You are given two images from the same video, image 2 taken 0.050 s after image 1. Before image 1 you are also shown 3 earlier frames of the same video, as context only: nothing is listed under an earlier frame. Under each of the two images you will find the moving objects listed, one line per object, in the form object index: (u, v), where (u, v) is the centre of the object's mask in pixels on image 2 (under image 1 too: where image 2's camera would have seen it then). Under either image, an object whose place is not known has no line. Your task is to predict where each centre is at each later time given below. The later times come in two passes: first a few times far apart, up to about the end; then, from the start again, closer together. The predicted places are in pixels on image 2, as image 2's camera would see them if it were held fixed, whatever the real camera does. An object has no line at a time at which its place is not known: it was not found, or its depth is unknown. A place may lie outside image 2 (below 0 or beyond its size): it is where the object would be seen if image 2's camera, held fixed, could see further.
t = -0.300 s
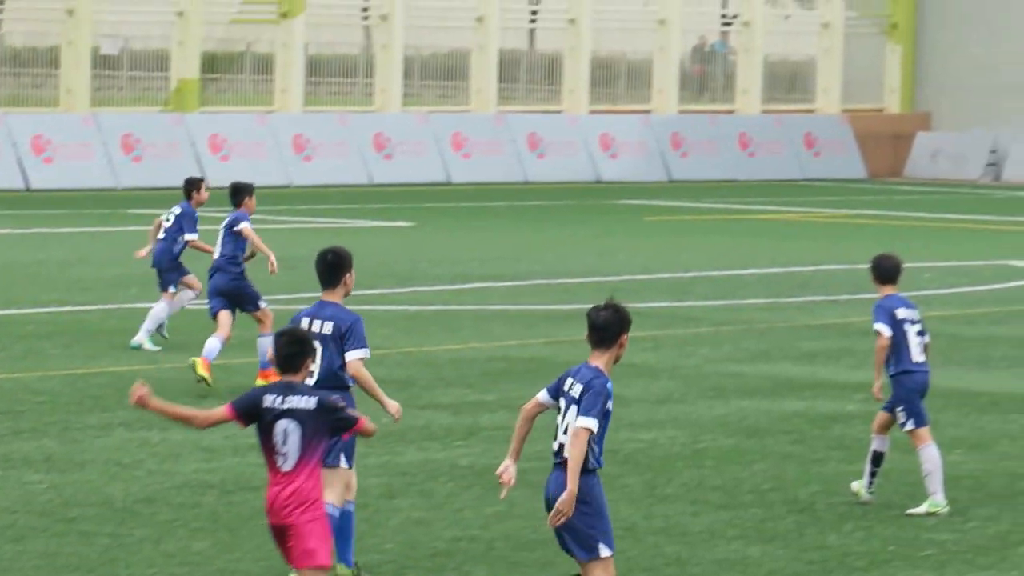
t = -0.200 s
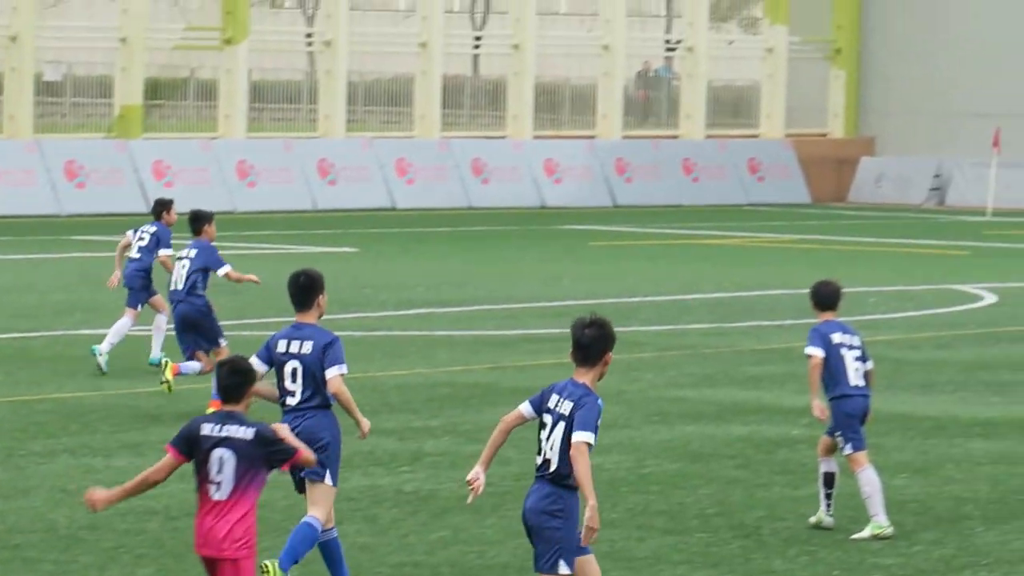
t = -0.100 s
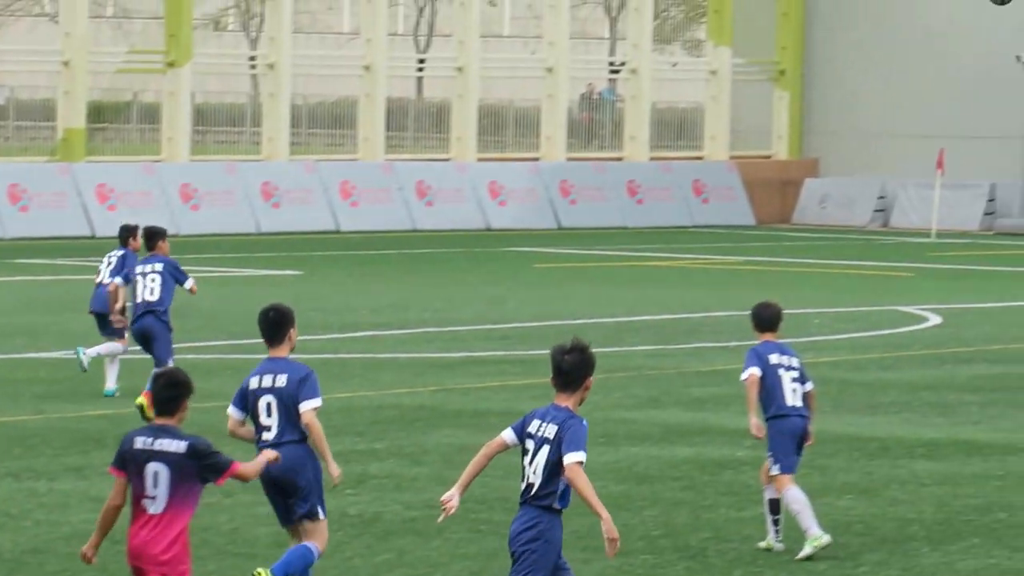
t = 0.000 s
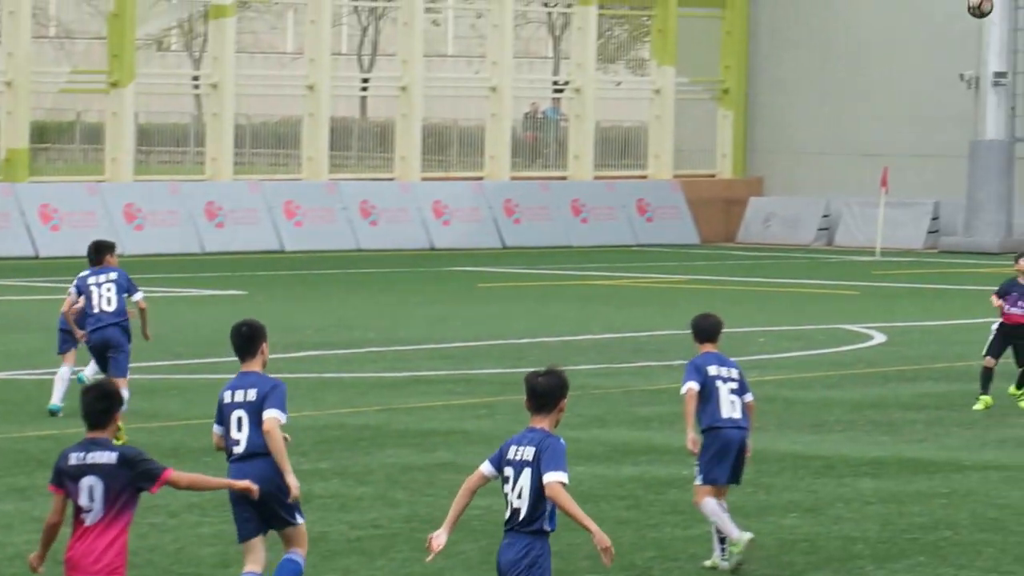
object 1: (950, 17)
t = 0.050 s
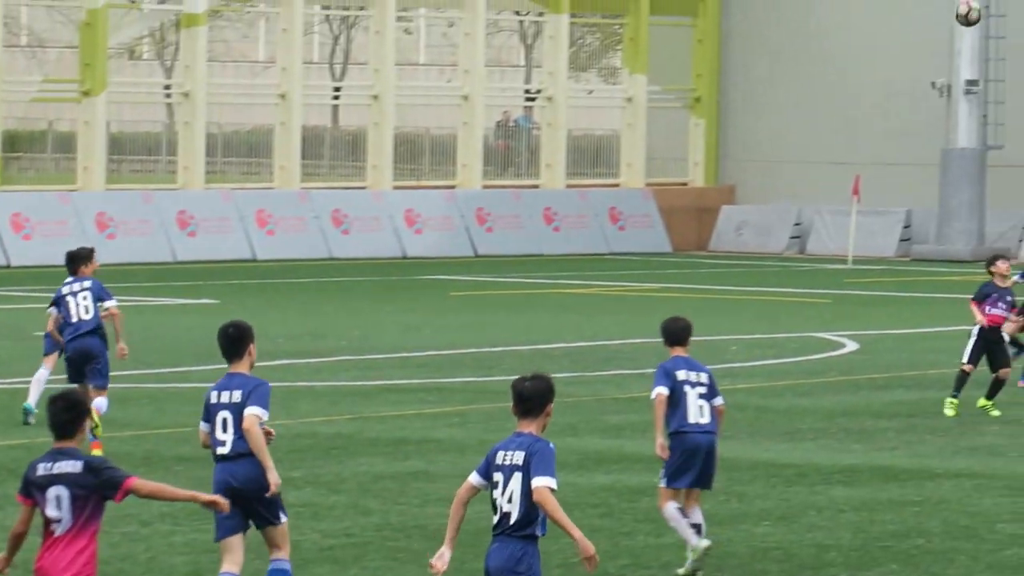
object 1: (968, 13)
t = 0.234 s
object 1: (1028, 29)
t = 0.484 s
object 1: (1098, 85)
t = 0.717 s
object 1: (1153, 168)
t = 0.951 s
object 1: (1200, 275)
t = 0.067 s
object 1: (974, 14)
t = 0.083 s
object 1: (980, 15)
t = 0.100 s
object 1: (985, 16)
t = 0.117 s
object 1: (991, 17)
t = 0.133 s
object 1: (996, 18)
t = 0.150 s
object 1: (1001, 19)
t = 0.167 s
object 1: (1007, 21)
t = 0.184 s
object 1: (1012, 23)
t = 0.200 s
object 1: (1018, 24)
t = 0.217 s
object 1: (1023, 27)
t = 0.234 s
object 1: (1028, 29)
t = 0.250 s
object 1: (1033, 31)
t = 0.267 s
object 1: (1038, 34)
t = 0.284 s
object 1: (1043, 37)
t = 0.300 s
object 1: (1048, 40)
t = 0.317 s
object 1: (1052, 43)
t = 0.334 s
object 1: (1057, 47)
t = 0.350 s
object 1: (1062, 51)
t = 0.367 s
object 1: (1066, 54)
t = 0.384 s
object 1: (1071, 58)
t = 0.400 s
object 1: (1076, 63)
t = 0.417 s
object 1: (1080, 66)
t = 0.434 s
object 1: (1085, 71)
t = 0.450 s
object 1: (1090, 75)
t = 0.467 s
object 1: (1094, 80)
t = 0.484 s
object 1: (1098, 85)
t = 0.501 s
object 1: (1103, 90)
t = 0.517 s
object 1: (1106, 95)
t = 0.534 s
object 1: (1110, 100)
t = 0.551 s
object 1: (1115, 106)
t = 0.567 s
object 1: (1119, 112)
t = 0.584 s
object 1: (1122, 118)
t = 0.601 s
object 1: (1127, 124)
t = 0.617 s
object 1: (1131, 130)
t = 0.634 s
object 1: (1135, 135)
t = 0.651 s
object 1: (1138, 142)
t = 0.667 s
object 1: (1142, 148)
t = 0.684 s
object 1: (1147, 155)
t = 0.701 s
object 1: (1150, 161)
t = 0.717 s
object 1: (1153, 168)
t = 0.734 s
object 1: (1157, 175)
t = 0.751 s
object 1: (1160, 182)
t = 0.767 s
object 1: (1164, 189)
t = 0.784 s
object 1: (1167, 196)
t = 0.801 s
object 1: (1171, 203)
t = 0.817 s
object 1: (1174, 211)
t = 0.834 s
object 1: (1177, 218)
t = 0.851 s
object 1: (1181, 226)
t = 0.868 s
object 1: (1184, 234)
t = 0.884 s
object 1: (1187, 243)
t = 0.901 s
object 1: (1191, 251)
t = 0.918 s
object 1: (1194, 259)
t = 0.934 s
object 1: (1197, 266)
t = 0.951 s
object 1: (1200, 275)
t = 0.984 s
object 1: (1205, 290)
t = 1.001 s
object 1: (1208, 299)
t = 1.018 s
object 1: (1211, 308)
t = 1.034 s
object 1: (1214, 317)
